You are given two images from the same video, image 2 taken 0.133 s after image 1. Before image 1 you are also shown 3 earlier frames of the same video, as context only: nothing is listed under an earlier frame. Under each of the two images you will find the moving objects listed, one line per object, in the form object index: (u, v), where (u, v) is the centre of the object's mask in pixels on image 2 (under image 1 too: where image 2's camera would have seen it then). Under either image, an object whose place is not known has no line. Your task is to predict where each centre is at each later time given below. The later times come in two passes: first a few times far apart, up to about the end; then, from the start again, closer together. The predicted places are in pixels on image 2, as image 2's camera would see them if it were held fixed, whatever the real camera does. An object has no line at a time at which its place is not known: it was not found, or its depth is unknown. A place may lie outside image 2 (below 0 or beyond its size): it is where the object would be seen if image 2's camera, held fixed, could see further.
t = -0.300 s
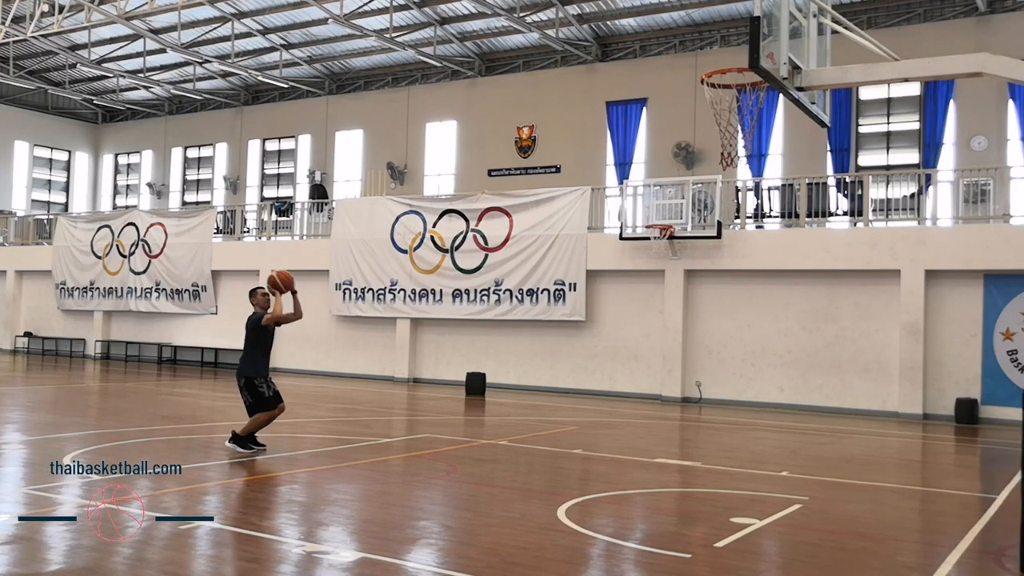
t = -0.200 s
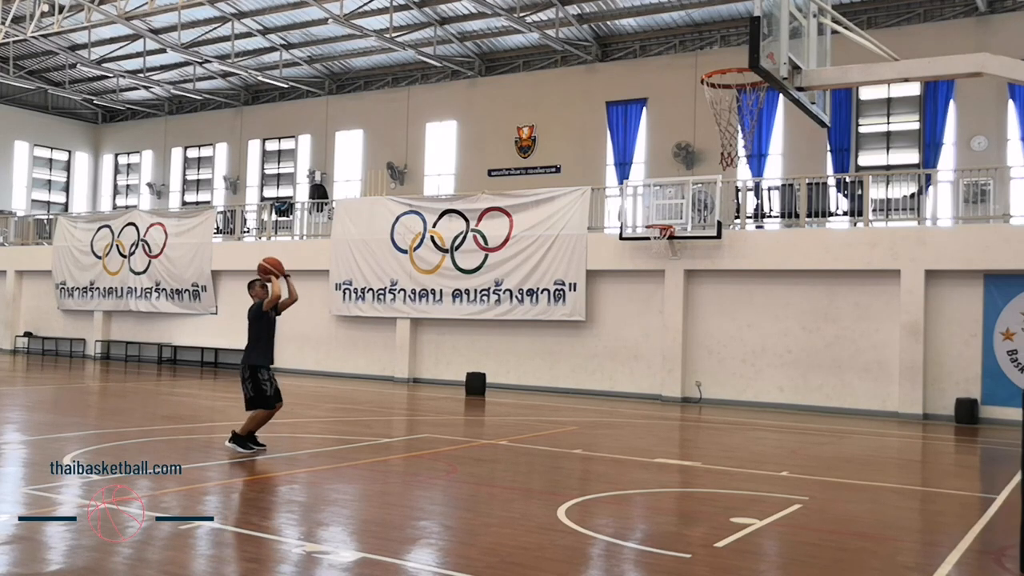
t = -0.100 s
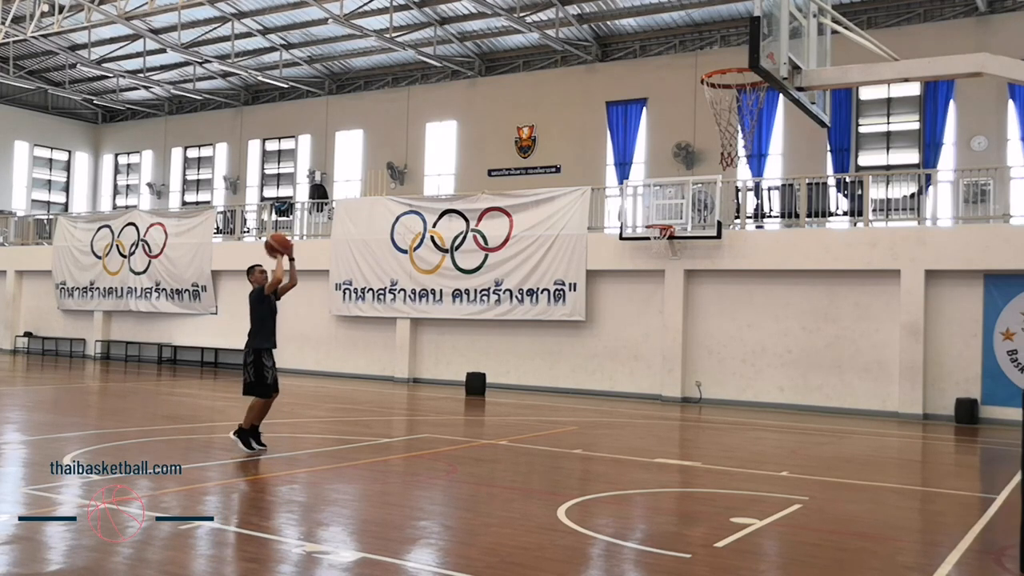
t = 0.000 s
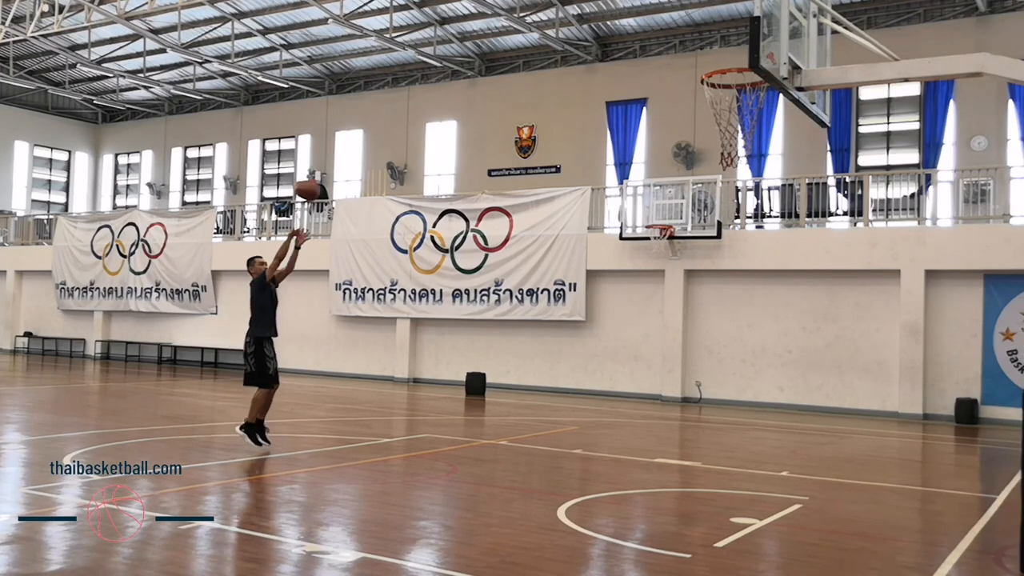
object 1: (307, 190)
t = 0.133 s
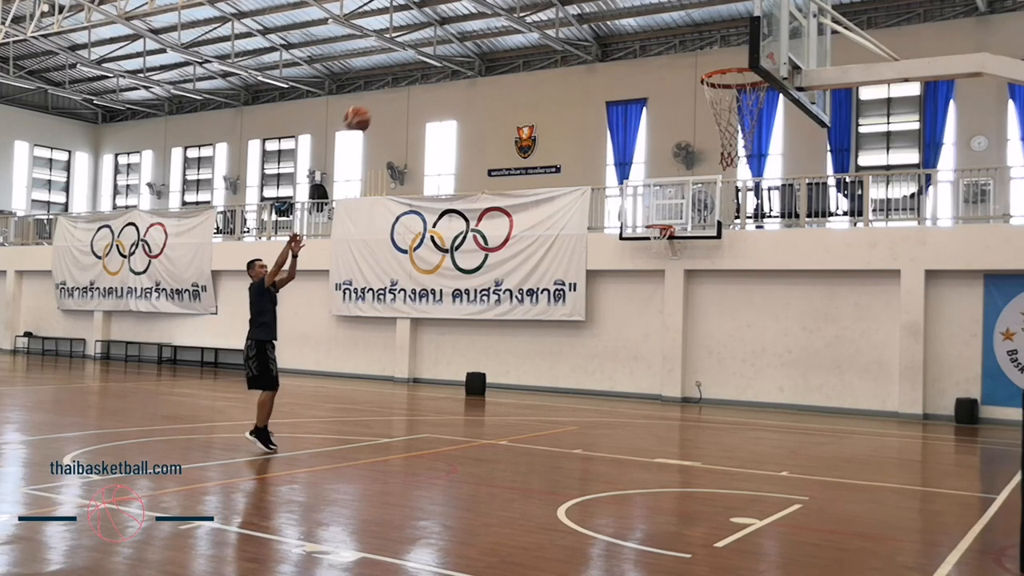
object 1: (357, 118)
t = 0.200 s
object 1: (383, 89)
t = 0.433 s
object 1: (481, 15)
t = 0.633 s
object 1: (573, 5)
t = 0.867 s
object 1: (692, 37)
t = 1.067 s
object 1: (738, 111)
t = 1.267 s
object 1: (699, 105)
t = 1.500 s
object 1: (700, 126)
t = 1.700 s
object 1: (732, 176)
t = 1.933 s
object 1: (773, 302)
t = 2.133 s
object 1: (804, 467)
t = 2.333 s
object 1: (832, 381)
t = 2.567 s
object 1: (861, 280)
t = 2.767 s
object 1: (884, 250)
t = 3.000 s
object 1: (911, 283)
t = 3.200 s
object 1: (933, 372)
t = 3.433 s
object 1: (956, 475)
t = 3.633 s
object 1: (983, 374)
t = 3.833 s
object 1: (1007, 326)
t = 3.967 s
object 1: (1014, 325)
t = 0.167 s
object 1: (370, 103)
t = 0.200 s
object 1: (383, 89)
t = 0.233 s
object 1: (396, 75)
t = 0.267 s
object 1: (411, 63)
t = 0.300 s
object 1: (424, 51)
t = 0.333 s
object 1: (438, 40)
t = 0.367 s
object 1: (452, 31)
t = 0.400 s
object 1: (466, 23)
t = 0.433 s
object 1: (481, 15)
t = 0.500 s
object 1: (510, 8)
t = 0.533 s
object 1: (525, 7)
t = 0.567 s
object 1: (541, 5)
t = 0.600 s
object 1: (557, 5)
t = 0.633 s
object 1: (573, 5)
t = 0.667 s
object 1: (588, 6)
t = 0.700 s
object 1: (605, 7)
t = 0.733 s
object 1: (622, 9)
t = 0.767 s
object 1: (639, 12)
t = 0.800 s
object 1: (656, 18)
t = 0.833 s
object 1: (675, 26)
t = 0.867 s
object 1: (692, 37)
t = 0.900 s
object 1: (711, 49)
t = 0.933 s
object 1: (729, 57)
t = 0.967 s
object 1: (748, 84)
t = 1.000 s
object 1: (749, 91)
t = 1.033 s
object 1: (744, 103)
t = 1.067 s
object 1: (738, 111)
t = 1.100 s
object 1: (730, 112)
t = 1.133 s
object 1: (725, 111)
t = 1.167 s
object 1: (719, 108)
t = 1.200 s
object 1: (708, 107)
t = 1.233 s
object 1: (703, 105)
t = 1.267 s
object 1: (699, 105)
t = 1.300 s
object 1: (695, 106)
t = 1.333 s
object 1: (693, 107)
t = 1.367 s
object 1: (692, 108)
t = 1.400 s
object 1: (693, 112)
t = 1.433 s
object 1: (694, 116)
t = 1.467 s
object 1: (696, 121)
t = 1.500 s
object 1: (700, 126)
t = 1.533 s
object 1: (704, 132)
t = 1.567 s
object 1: (710, 139)
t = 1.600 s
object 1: (716, 145)
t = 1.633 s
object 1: (721, 154)
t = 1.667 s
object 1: (726, 164)
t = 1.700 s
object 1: (732, 176)
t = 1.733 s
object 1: (738, 190)
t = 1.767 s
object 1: (744, 204)
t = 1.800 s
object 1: (750, 221)
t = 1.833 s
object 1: (756, 239)
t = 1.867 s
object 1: (762, 258)
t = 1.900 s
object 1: (767, 279)
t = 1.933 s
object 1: (773, 302)
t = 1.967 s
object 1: (778, 325)
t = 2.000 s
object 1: (784, 350)
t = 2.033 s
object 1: (789, 377)
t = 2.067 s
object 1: (795, 406)
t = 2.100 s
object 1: (800, 436)
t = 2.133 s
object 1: (804, 467)
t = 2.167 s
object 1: (810, 498)
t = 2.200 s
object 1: (814, 472)
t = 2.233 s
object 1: (819, 447)
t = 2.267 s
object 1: (823, 424)
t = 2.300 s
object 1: (828, 402)
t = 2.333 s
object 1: (832, 381)
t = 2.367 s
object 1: (836, 362)
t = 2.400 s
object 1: (840, 345)
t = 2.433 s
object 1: (844, 329)
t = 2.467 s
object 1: (849, 315)
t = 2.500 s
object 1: (853, 302)
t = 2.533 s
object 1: (857, 290)
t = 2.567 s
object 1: (861, 280)
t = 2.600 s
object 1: (865, 271)
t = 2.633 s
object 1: (869, 264)
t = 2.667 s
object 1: (873, 258)
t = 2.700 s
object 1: (877, 254)
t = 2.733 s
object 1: (880, 251)
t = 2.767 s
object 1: (884, 250)
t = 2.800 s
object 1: (888, 250)
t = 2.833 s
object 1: (892, 252)
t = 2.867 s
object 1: (896, 255)
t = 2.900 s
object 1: (900, 260)
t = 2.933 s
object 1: (903, 266)
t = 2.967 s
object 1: (907, 274)
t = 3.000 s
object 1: (911, 283)
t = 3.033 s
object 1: (914, 294)
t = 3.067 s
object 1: (918, 306)
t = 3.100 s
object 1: (922, 320)
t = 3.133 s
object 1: (926, 336)
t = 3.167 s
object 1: (929, 354)
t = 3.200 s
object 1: (933, 372)
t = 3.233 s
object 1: (936, 393)
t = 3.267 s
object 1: (939, 415)
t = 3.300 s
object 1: (942, 439)
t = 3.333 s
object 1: (945, 465)
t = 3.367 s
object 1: (948, 491)
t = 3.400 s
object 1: (952, 498)
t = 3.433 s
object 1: (956, 475)
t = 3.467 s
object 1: (961, 455)
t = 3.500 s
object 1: (966, 436)
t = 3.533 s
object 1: (970, 417)
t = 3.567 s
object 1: (974, 402)
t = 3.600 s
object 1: (979, 386)
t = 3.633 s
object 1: (983, 374)
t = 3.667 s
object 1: (987, 362)
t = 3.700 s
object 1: (991, 352)
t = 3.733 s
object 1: (996, 343)
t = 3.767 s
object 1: (1000, 336)
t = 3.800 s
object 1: (1004, 330)
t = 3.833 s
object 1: (1007, 326)
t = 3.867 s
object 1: (1009, 324)
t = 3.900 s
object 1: (1011, 323)
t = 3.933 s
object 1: (1013, 323)
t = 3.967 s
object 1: (1014, 325)
